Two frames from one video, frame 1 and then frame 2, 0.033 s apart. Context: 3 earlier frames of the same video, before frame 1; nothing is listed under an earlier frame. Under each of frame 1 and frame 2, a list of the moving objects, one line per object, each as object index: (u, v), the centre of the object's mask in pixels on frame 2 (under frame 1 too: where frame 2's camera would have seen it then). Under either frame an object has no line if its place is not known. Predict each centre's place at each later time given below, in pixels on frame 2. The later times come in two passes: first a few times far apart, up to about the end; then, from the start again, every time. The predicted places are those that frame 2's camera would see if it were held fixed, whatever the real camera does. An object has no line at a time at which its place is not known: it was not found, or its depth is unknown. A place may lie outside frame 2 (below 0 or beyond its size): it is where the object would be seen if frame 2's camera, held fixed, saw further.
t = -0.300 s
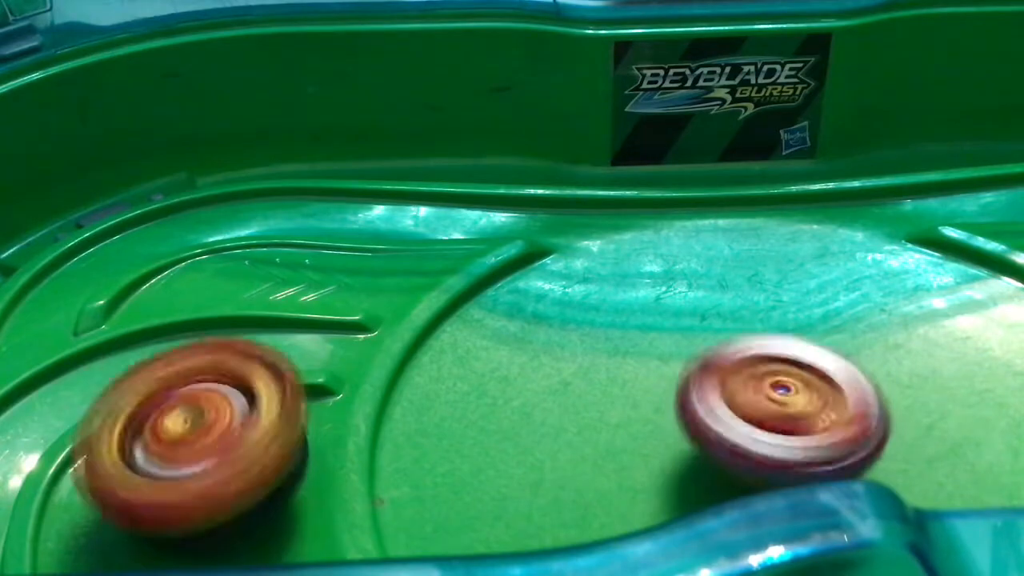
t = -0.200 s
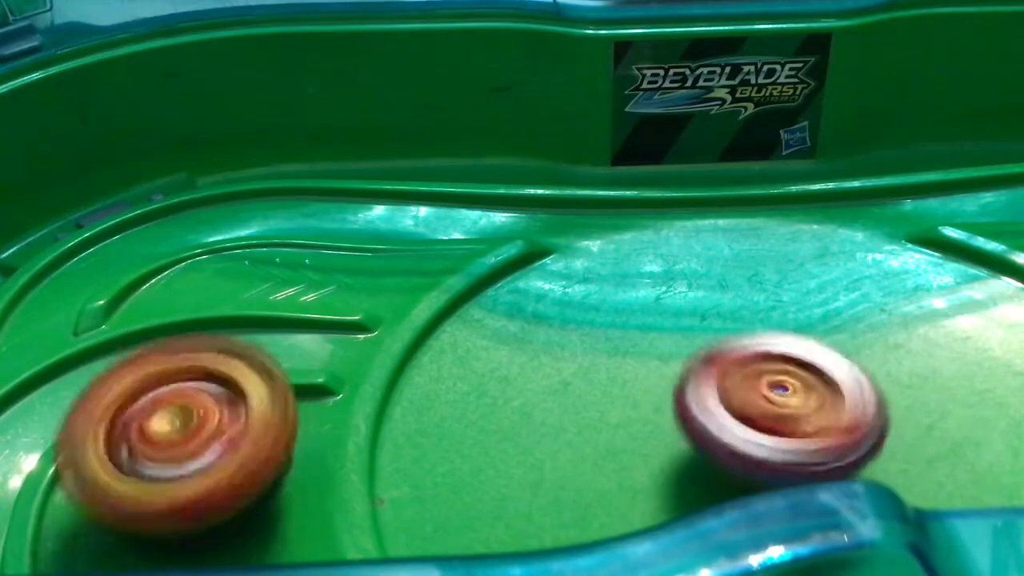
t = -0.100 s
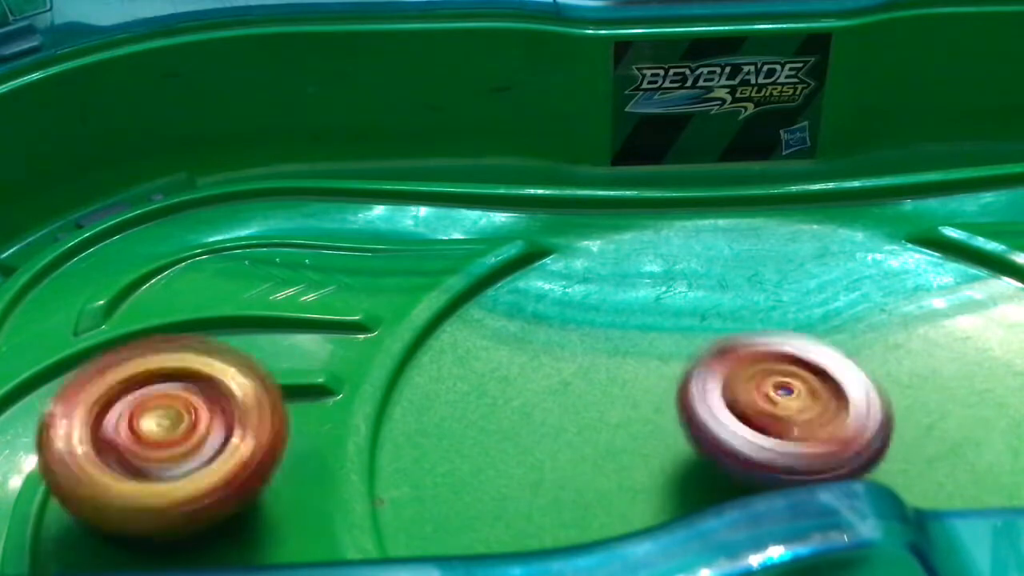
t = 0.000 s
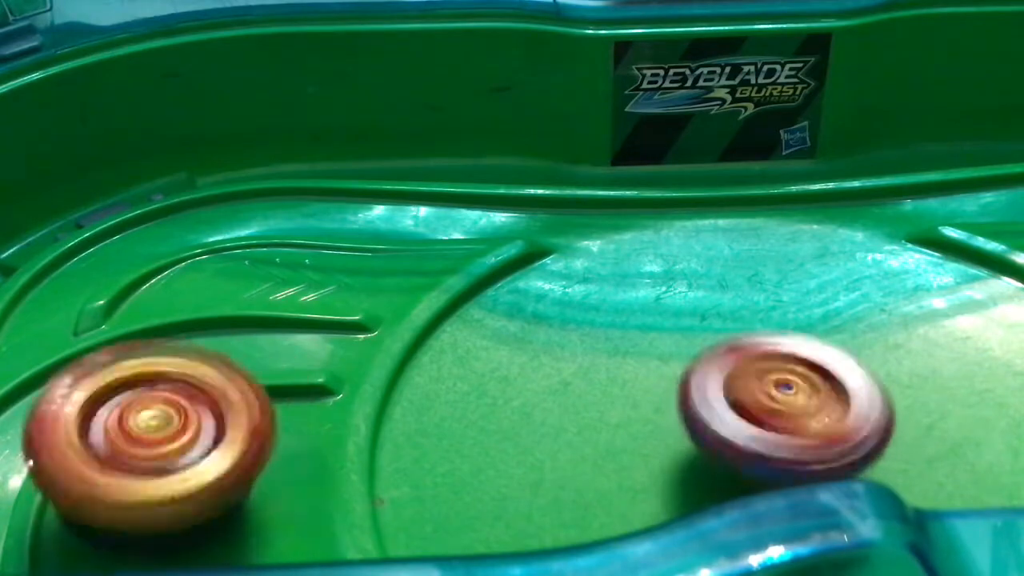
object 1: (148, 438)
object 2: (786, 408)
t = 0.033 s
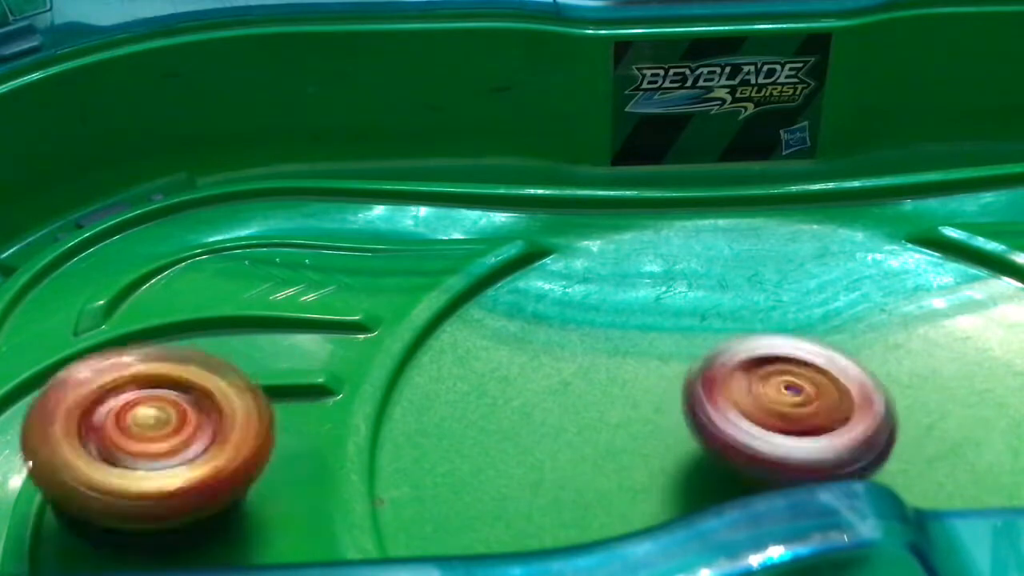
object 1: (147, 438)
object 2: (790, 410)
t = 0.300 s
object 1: (168, 429)
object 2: (780, 411)
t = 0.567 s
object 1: (170, 419)
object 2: (787, 408)
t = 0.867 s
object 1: (174, 422)
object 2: (794, 411)
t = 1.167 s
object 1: (188, 426)
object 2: (797, 411)
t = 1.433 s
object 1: (173, 429)
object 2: (799, 413)
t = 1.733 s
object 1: (182, 432)
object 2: (820, 411)
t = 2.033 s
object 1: (163, 431)
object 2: (811, 407)
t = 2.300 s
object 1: (163, 430)
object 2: (809, 397)
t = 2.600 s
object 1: (171, 421)
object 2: (798, 396)
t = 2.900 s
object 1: (175, 421)
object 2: (789, 393)
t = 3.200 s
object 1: (187, 424)
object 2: (775, 383)
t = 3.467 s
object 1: (173, 428)
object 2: (768, 384)
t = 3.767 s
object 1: (187, 433)
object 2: (759, 392)
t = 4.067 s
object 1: (168, 432)
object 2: (758, 401)
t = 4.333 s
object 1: (173, 437)
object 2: (754, 400)
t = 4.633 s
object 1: (166, 425)
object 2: (746, 405)
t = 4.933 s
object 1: (172, 422)
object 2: (750, 412)
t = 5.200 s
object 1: (179, 423)
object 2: (746, 414)
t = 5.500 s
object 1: (181, 421)
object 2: (773, 421)
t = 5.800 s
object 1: (184, 433)
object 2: (794, 404)
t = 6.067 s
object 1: (181, 425)
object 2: (778, 394)
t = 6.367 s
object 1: (187, 448)
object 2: (779, 396)
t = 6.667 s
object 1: (182, 470)
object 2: (797, 398)
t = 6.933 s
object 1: (144, 492)
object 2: (783, 399)
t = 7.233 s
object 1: (183, 474)
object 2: (794, 402)
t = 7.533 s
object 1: (170, 447)
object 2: (793, 408)
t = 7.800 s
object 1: (165, 452)
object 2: (786, 407)
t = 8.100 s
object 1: (160, 451)
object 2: (781, 404)
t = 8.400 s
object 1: (160, 452)
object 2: (782, 404)
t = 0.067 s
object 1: (150, 437)
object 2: (788, 411)
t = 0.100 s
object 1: (152, 433)
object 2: (785, 411)
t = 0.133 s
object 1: (152, 434)
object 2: (783, 411)
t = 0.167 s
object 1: (153, 436)
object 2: (783, 410)
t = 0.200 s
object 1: (158, 435)
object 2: (787, 409)
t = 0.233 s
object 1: (162, 433)
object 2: (790, 412)
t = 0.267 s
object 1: (166, 430)
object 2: (785, 411)
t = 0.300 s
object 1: (168, 429)
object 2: (780, 411)
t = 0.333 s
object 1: (168, 427)
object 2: (779, 410)
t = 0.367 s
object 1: (171, 426)
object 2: (783, 409)
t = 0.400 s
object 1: (173, 425)
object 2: (788, 409)
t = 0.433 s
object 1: (174, 420)
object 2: (789, 411)
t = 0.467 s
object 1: (172, 418)
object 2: (787, 411)
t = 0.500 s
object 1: (170, 419)
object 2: (783, 411)
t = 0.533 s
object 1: (169, 420)
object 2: (782, 410)
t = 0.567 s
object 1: (170, 419)
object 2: (787, 408)
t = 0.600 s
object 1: (170, 418)
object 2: (792, 409)
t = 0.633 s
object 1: (168, 417)
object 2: (791, 411)
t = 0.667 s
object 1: (168, 417)
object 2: (788, 410)
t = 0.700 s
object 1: (169, 419)
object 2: (786, 410)
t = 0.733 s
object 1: (171, 419)
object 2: (786, 408)
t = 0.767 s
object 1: (173, 416)
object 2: (791, 409)
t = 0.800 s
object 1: (171, 418)
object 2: (794, 409)
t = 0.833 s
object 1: (169, 421)
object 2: (794, 411)
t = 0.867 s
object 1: (174, 422)
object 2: (794, 411)
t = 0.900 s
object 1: (178, 428)
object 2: (793, 410)
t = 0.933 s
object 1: (180, 424)
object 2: (794, 411)
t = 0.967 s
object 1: (183, 422)
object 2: (796, 411)
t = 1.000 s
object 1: (184, 422)
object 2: (797, 412)
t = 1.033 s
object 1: (184, 423)
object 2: (795, 413)
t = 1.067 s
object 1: (187, 424)
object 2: (793, 413)
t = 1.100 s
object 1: (191, 421)
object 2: (793, 411)
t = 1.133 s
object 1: (189, 420)
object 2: (794, 411)
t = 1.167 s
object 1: (188, 426)
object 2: (797, 411)
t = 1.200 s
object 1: (183, 425)
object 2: (798, 411)
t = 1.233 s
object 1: (183, 423)
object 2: (797, 412)
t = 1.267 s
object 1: (182, 424)
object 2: (793, 411)
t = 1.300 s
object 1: (179, 423)
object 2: (793, 409)
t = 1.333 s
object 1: (176, 423)
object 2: (797, 410)
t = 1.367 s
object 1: (174, 425)
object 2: (801, 409)
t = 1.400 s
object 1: (173, 427)
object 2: (802, 411)
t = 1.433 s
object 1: (173, 429)
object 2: (799, 413)
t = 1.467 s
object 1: (170, 429)
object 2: (797, 409)
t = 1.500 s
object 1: (169, 428)
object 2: (801, 407)
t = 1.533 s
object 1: (169, 432)
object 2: (810, 409)
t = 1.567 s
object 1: (171, 434)
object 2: (811, 411)
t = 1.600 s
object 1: (173, 434)
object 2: (811, 411)
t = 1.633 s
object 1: (176, 431)
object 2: (811, 411)
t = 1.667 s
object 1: (180, 432)
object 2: (811, 409)
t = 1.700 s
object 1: (179, 432)
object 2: (816, 409)
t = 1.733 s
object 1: (182, 432)
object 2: (820, 411)
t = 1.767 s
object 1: (186, 431)
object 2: (817, 411)
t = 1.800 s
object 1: (184, 431)
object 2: (816, 410)
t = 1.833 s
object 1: (180, 434)
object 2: (816, 410)
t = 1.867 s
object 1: (178, 434)
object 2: (815, 409)
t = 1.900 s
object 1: (176, 433)
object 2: (819, 409)
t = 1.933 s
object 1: (175, 432)
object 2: (819, 410)
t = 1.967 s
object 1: (172, 430)
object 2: (815, 411)
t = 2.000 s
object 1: (168, 429)
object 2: (812, 410)
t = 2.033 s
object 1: (163, 431)
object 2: (811, 407)
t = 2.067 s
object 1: (161, 432)
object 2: (814, 407)
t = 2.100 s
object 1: (162, 433)
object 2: (819, 407)
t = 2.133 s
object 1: (158, 431)
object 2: (822, 407)
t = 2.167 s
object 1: (158, 430)
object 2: (815, 407)
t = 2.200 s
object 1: (159, 429)
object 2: (805, 403)
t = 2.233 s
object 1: (155, 430)
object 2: (805, 397)
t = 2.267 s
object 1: (157, 430)
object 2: (809, 399)
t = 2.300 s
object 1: (163, 430)
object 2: (809, 397)
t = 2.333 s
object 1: (163, 428)
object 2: (808, 399)
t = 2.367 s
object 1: (167, 427)
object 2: (804, 398)
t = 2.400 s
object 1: (170, 427)
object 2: (799, 396)
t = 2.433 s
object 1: (170, 425)
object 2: (800, 395)
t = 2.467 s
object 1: (174, 424)
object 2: (801, 391)
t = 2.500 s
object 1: (175, 422)
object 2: (802, 393)
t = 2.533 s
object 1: (175, 426)
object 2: (801, 393)
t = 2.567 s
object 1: (171, 423)
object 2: (801, 395)
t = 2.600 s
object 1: (171, 421)
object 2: (798, 396)
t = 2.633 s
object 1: (172, 423)
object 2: (793, 395)
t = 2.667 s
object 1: (171, 420)
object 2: (792, 392)
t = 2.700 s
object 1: (172, 418)
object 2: (792, 390)
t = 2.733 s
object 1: (170, 419)
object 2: (792, 390)
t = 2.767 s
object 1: (171, 419)
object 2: (795, 392)
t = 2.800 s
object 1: (173, 421)
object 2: (795, 391)
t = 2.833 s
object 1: (171, 421)
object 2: (795, 395)
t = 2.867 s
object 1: (171, 421)
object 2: (790, 394)
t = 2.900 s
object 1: (175, 421)
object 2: (789, 393)
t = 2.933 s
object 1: (173, 422)
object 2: (786, 393)
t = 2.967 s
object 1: (175, 424)
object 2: (785, 390)
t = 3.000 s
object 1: (179, 424)
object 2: (789, 392)
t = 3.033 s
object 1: (180, 424)
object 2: (791, 391)
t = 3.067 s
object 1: (184, 423)
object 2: (784, 393)
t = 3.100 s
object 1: (184, 423)
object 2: (771, 386)
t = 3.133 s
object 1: (190, 432)
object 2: (768, 381)
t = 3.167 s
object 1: (183, 423)
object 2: (773, 381)
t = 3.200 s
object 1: (187, 424)
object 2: (775, 383)
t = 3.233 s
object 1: (182, 425)
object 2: (776, 386)
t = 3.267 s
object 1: (180, 426)
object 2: (771, 386)
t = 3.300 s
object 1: (179, 426)
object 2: (767, 388)
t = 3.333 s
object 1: (177, 425)
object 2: (761, 384)
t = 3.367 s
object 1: (178, 426)
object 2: (760, 381)
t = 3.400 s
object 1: (178, 427)
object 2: (762, 382)
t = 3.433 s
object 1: (174, 427)
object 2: (765, 381)
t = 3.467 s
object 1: (173, 428)
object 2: (768, 384)
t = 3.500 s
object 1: (172, 429)
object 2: (768, 386)
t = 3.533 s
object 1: (171, 429)
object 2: (766, 391)
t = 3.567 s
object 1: (172, 434)
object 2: (760, 390)
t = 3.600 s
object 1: (173, 434)
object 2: (756, 388)
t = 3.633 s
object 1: (178, 441)
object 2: (753, 386)
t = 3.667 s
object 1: (182, 436)
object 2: (756, 387)
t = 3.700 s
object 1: (183, 435)
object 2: (759, 387)
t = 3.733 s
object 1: (182, 430)
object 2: (761, 390)
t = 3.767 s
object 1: (187, 433)
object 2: (759, 392)
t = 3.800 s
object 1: (183, 430)
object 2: (753, 393)
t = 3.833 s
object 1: (186, 434)
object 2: (749, 392)
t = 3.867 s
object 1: (180, 435)
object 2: (750, 390)
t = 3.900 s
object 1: (176, 436)
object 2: (754, 393)
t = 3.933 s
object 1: (175, 434)
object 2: (754, 391)
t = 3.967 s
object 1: (173, 436)
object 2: (758, 394)
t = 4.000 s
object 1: (172, 435)
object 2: (759, 395)
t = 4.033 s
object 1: (172, 435)
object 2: (761, 400)
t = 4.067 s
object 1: (168, 432)
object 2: (758, 401)
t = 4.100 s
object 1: (166, 432)
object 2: (756, 402)
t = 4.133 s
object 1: (163, 434)
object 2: (754, 401)
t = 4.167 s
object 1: (160, 434)
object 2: (755, 402)
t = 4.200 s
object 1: (161, 436)
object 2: (754, 400)
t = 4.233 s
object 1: (165, 437)
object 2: (756, 400)
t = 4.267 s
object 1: (169, 440)
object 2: (756, 399)
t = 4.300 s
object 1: (172, 441)
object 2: (756, 401)
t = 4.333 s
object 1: (173, 437)
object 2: (754, 400)
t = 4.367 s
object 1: (169, 429)
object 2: (755, 400)
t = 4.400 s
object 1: (174, 433)
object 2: (756, 399)
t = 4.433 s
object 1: (173, 429)
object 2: (758, 400)
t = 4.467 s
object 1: (173, 426)
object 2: (759, 400)
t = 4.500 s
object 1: (170, 427)
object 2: (759, 403)
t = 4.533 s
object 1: (166, 427)
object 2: (757, 404)
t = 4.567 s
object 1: (166, 427)
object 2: (754, 406)
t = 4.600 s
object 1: (164, 428)
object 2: (748, 405)
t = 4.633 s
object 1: (166, 425)
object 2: (746, 405)
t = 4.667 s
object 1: (167, 425)
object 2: (745, 402)
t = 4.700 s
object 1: (164, 424)
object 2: (749, 404)
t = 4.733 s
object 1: (166, 422)
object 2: (752, 403)
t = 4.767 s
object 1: (167, 423)
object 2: (756, 408)
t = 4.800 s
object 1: (167, 423)
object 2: (756, 409)
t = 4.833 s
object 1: (169, 429)
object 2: (753, 412)
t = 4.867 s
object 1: (168, 424)
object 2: (747, 412)
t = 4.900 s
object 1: (174, 431)
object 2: (750, 413)
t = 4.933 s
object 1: (172, 422)
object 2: (750, 412)
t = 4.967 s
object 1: (174, 420)
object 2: (751, 412)
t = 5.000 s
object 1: (182, 429)
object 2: (750, 410)
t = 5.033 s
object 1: (178, 424)
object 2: (755, 410)
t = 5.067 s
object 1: (172, 420)
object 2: (757, 410)
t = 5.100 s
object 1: (172, 421)
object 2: (747, 413)
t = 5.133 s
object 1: (174, 425)
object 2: (737, 409)
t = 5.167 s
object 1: (176, 423)
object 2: (744, 415)
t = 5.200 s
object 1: (179, 423)
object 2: (746, 414)
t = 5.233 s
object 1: (180, 422)
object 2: (741, 417)
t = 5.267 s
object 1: (181, 421)
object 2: (736, 417)
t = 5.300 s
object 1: (179, 420)
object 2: (737, 417)
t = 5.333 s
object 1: (179, 420)
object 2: (748, 419)
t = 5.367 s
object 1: (179, 420)
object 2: (753, 420)
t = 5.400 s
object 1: (176, 423)
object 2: (751, 422)
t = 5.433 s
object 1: (181, 434)
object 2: (755, 420)
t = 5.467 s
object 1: (180, 427)
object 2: (768, 422)
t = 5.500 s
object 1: (181, 421)
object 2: (773, 421)
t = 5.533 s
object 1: (181, 422)
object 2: (773, 422)
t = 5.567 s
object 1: (179, 423)
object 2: (772, 421)
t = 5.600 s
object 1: (180, 423)
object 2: (777, 418)
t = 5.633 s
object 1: (179, 423)
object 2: (791, 417)
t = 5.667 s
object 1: (179, 425)
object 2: (794, 413)
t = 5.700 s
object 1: (178, 428)
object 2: (792, 411)
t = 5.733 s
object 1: (177, 431)
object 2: (787, 406)
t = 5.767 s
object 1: (181, 431)
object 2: (789, 402)
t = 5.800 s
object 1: (184, 433)
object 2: (794, 404)
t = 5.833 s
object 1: (190, 433)
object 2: (792, 404)
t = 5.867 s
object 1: (198, 433)
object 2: (784, 399)
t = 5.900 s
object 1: (202, 427)
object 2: (783, 394)
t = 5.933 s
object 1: (201, 422)
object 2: (790, 397)
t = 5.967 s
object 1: (197, 418)
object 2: (793, 398)
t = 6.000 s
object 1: (191, 419)
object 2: (788, 399)
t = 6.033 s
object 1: (182, 417)
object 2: (779, 396)
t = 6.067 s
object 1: (181, 425)
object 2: (778, 394)
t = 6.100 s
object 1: (174, 428)
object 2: (788, 398)
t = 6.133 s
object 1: (170, 434)
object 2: (793, 397)
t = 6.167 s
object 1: (167, 436)
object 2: (788, 399)
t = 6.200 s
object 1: (163, 443)
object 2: (780, 396)
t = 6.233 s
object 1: (161, 447)
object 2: (779, 392)
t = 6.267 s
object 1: (165, 449)
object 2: (787, 393)
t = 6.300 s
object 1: (173, 449)
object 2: (792, 394)
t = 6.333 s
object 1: (179, 449)
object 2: (787, 397)
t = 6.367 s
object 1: (187, 448)
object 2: (779, 396)
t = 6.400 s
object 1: (191, 446)
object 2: (776, 392)
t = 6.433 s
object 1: (191, 446)
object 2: (785, 392)
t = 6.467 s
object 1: (190, 449)
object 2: (792, 397)
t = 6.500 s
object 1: (186, 451)
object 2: (791, 398)
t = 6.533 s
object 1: (186, 452)
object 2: (787, 398)
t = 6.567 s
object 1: (185, 456)
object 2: (783, 391)
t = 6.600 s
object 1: (183, 461)
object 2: (788, 393)
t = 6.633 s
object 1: (182, 465)
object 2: (793, 397)
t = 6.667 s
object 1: (182, 470)
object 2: (797, 398)
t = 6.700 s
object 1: (180, 475)
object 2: (791, 401)
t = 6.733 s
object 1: (179, 479)
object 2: (786, 399)
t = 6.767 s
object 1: (173, 483)
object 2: (785, 396)
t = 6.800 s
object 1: (166, 487)
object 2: (791, 398)
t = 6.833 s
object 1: (156, 491)
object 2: (797, 400)
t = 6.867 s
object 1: (149, 492)
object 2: (797, 401)
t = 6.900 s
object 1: (145, 492)
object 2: (791, 403)
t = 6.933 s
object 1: (144, 492)
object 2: (783, 399)
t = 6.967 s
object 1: (146, 492)
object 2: (782, 397)
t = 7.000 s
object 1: (151, 492)
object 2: (789, 401)
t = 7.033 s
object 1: (159, 490)
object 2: (795, 402)
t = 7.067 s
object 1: (167, 488)
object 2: (794, 403)
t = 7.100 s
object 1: (172, 486)
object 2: (788, 404)
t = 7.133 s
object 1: (176, 483)
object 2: (783, 404)
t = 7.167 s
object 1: (180, 481)
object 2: (780, 400)
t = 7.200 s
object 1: (183, 477)
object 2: (787, 401)
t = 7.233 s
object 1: (183, 474)
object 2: (794, 402)
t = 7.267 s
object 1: (183, 472)
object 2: (798, 404)
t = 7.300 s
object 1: (183, 470)
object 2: (796, 406)
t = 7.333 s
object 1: (182, 468)
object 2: (791, 406)
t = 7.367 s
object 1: (181, 466)
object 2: (785, 402)
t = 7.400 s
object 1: (181, 462)
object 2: (786, 401)
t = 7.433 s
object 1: (179, 460)
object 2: (790, 404)
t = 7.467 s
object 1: (178, 456)
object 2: (796, 403)
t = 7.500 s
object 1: (175, 453)
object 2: (797, 406)
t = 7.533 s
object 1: (170, 447)
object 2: (793, 408)
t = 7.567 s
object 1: (164, 445)
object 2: (788, 408)
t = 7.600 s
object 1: (158, 442)
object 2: (784, 405)
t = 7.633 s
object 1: (153, 441)
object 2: (786, 406)
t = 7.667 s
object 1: (155, 451)
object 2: (790, 408)
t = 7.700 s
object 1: (155, 450)
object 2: (793, 407)
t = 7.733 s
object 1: (159, 451)
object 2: (794, 405)
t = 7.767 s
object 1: (162, 451)
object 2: (792, 406)
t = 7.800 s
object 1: (165, 452)
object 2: (786, 407)
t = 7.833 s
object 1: (167, 453)
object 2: (781, 405)
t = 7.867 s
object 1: (168, 453)
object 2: (777, 403)
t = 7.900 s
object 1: (169, 454)
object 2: (782, 406)
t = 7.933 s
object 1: (168, 454)
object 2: (785, 406)
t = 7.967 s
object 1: (168, 453)
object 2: (789, 406)
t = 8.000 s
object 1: (167, 452)
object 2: (791, 404)
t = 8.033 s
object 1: (165, 451)
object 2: (788, 405)
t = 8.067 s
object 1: (163, 452)
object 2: (785, 405)
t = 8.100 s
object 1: (160, 451)
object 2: (781, 404)
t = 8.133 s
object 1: (159, 452)
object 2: (776, 403)
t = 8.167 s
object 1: (161, 452)
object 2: (778, 400)
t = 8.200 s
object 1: (161, 452)
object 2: (782, 403)
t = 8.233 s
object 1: (160, 452)
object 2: (786, 404)
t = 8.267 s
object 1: (160, 452)
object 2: (790, 403)
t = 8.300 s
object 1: (160, 452)
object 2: (790, 402)
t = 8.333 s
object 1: (160, 452)
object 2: (788, 403)
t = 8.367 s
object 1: (160, 452)
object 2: (785, 403)
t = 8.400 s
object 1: (160, 452)
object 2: (782, 404)
